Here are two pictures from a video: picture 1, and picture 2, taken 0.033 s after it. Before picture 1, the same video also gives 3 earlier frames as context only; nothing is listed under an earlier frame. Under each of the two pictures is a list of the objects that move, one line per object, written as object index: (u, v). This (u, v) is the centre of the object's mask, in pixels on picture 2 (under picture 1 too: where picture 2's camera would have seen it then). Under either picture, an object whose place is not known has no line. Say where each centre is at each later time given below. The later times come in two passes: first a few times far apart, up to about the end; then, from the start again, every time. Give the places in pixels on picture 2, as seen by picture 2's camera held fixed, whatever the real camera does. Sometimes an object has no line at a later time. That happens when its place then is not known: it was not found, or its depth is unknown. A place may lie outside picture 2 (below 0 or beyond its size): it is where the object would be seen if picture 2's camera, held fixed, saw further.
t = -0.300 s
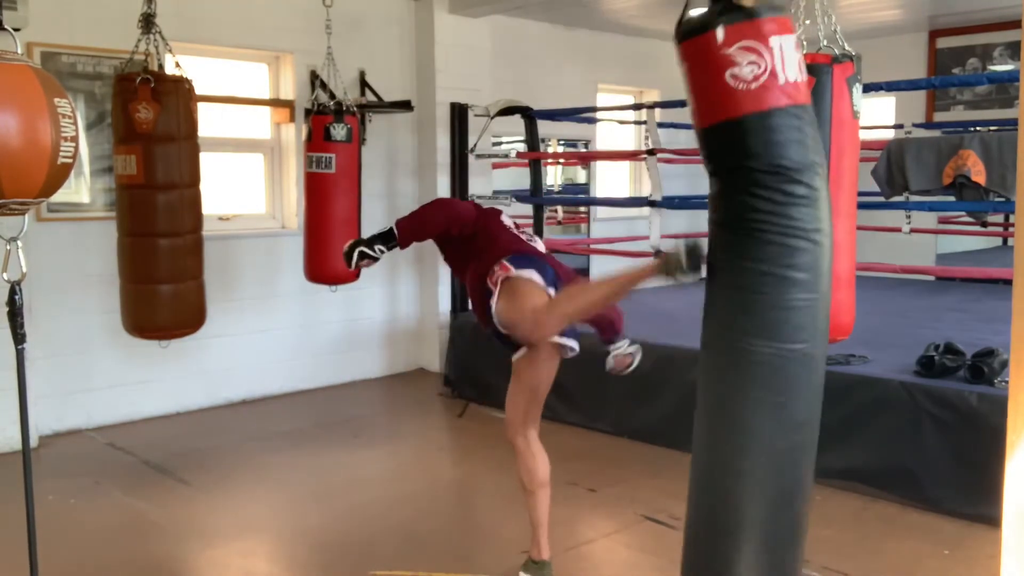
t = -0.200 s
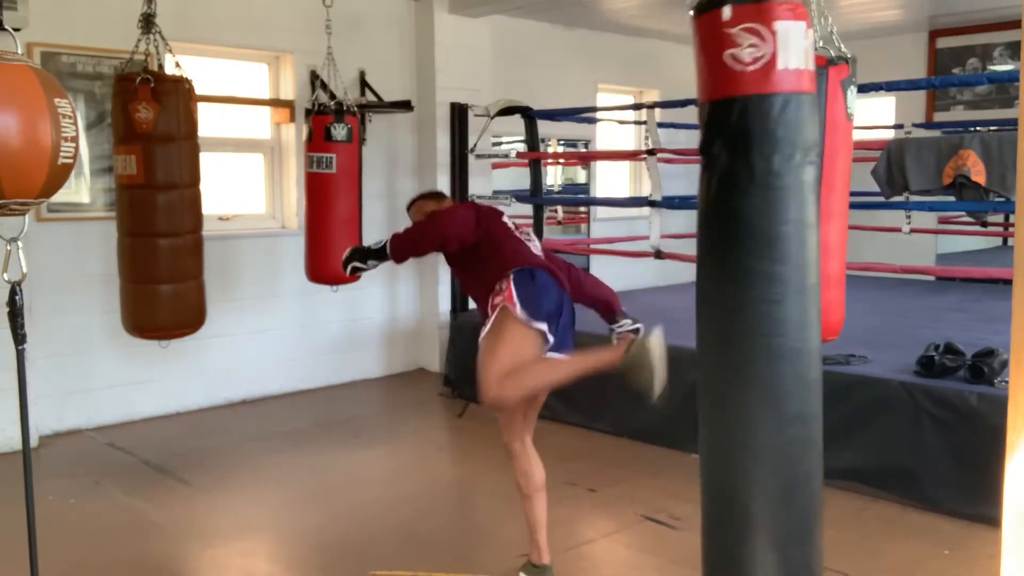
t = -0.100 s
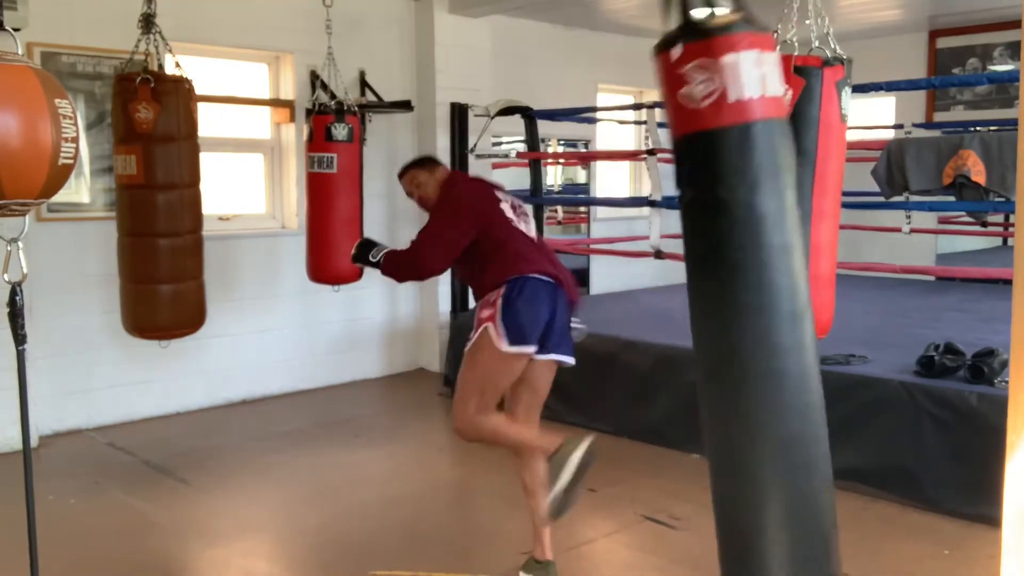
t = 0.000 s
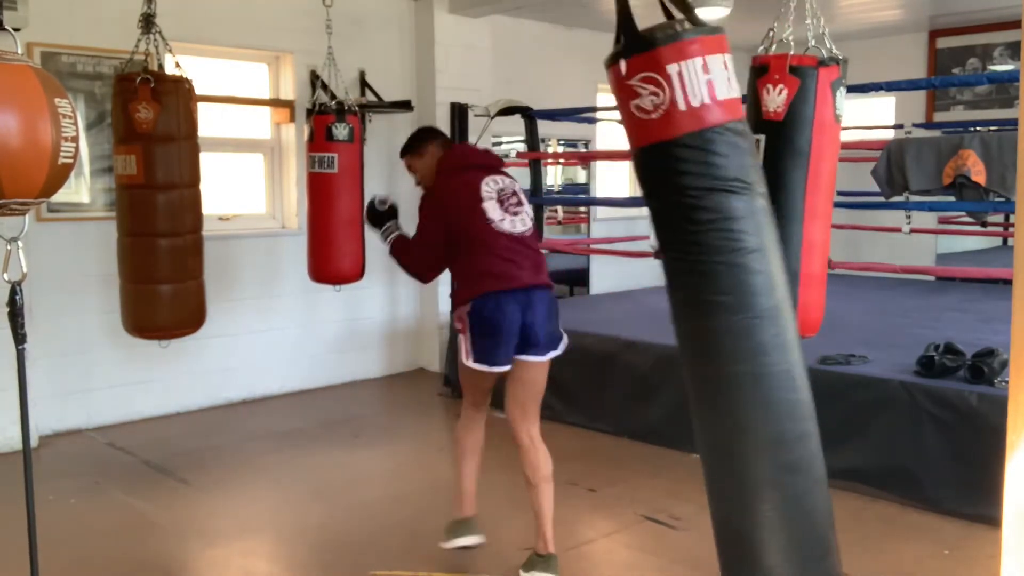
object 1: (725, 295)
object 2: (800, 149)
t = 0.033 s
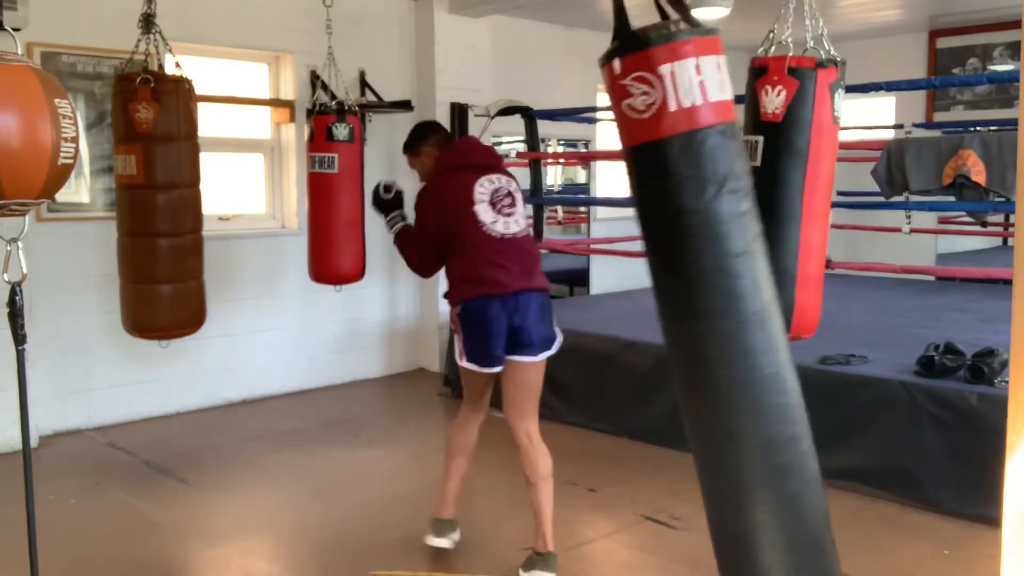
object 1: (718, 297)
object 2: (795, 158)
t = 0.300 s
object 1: (674, 299)
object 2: (778, 176)
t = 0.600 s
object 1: (677, 299)
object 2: (782, 175)
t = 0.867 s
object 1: (676, 299)
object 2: (799, 184)
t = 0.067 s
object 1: (708, 300)
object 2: (791, 164)
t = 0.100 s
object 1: (699, 301)
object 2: (788, 170)
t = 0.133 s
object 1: (690, 300)
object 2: (785, 171)
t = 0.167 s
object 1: (685, 301)
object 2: (783, 174)
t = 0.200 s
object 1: (681, 301)
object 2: (781, 174)
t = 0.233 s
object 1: (679, 300)
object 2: (780, 174)
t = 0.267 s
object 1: (676, 299)
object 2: (779, 175)
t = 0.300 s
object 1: (674, 299)
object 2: (778, 176)
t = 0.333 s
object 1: (673, 300)
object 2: (778, 175)
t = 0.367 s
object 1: (674, 299)
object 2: (778, 178)
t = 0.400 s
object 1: (675, 299)
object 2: (778, 174)
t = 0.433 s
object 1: (676, 299)
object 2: (778, 174)
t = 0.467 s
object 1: (677, 299)
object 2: (779, 173)
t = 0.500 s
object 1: (677, 298)
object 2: (779, 173)
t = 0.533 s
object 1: (678, 298)
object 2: (780, 174)
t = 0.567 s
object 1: (678, 298)
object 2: (781, 174)
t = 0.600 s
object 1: (677, 299)
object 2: (782, 175)
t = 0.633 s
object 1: (677, 299)
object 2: (783, 176)
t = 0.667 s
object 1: (676, 299)
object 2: (784, 178)
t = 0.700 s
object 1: (676, 299)
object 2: (785, 179)
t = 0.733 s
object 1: (676, 299)
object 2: (790, 181)
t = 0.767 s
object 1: (676, 299)
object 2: (792, 182)
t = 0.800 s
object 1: (676, 299)
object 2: (794, 182)
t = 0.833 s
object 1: (676, 299)
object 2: (796, 183)
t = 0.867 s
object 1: (676, 299)
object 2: (799, 184)
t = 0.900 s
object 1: (676, 299)
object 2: (801, 185)
